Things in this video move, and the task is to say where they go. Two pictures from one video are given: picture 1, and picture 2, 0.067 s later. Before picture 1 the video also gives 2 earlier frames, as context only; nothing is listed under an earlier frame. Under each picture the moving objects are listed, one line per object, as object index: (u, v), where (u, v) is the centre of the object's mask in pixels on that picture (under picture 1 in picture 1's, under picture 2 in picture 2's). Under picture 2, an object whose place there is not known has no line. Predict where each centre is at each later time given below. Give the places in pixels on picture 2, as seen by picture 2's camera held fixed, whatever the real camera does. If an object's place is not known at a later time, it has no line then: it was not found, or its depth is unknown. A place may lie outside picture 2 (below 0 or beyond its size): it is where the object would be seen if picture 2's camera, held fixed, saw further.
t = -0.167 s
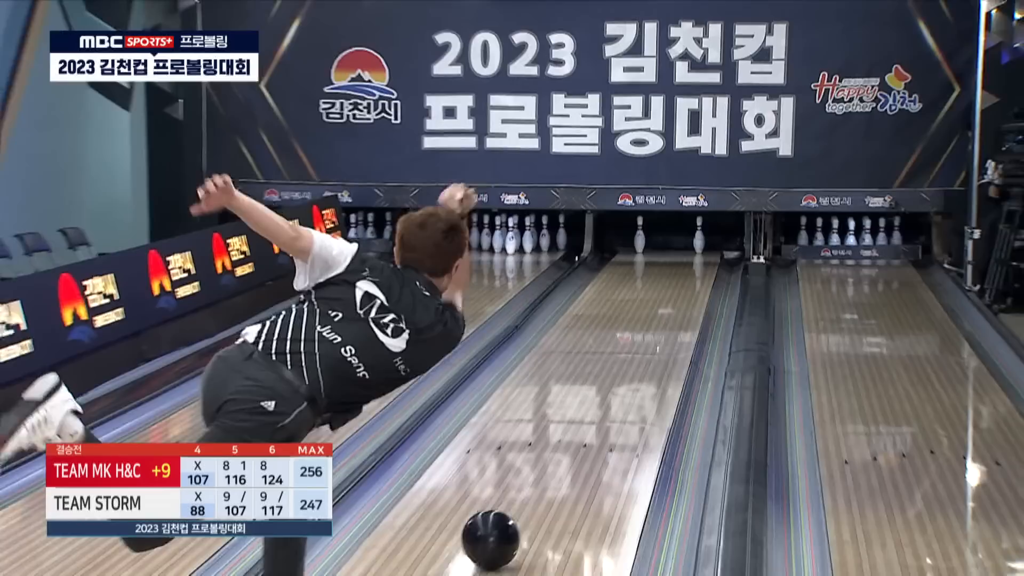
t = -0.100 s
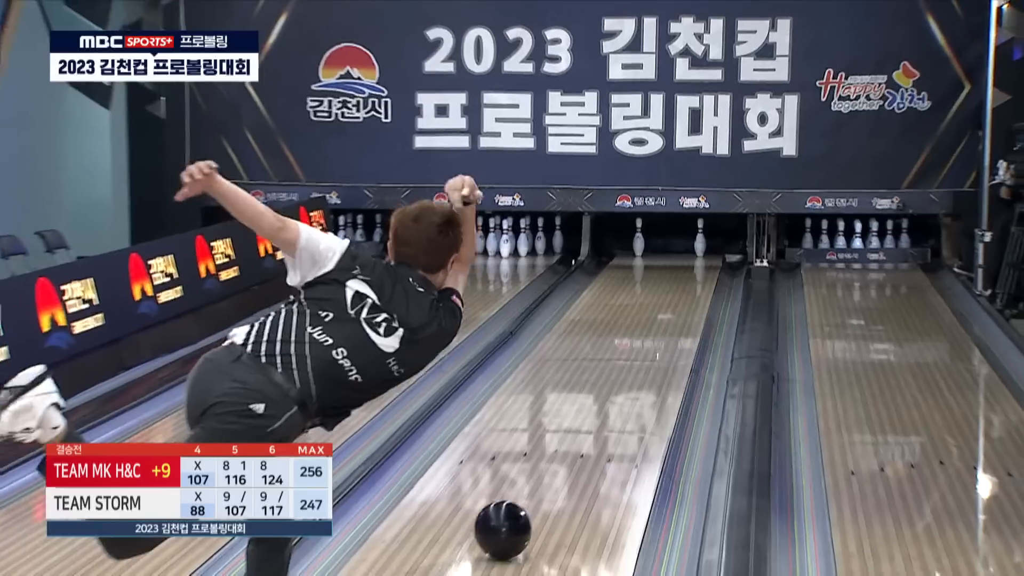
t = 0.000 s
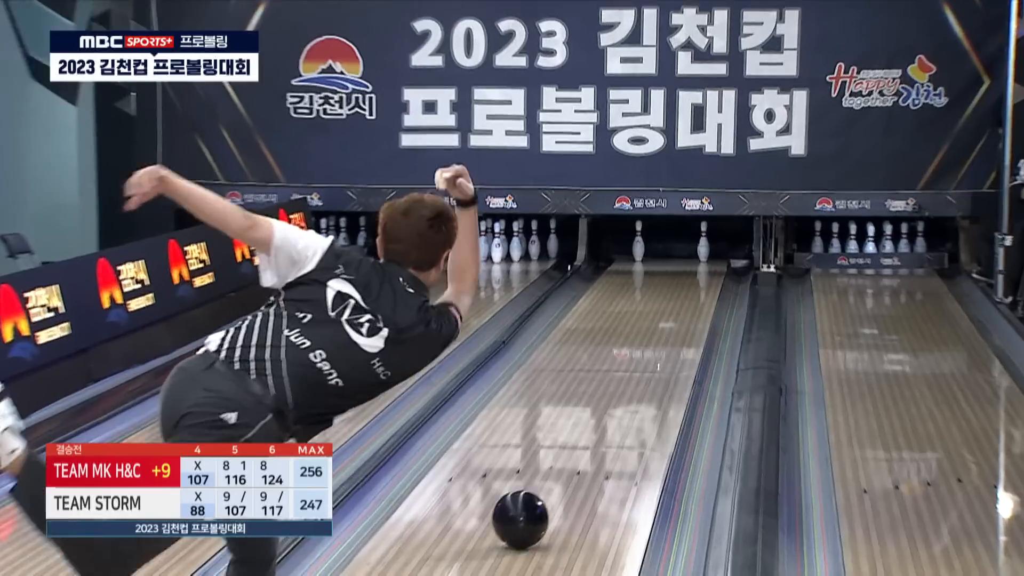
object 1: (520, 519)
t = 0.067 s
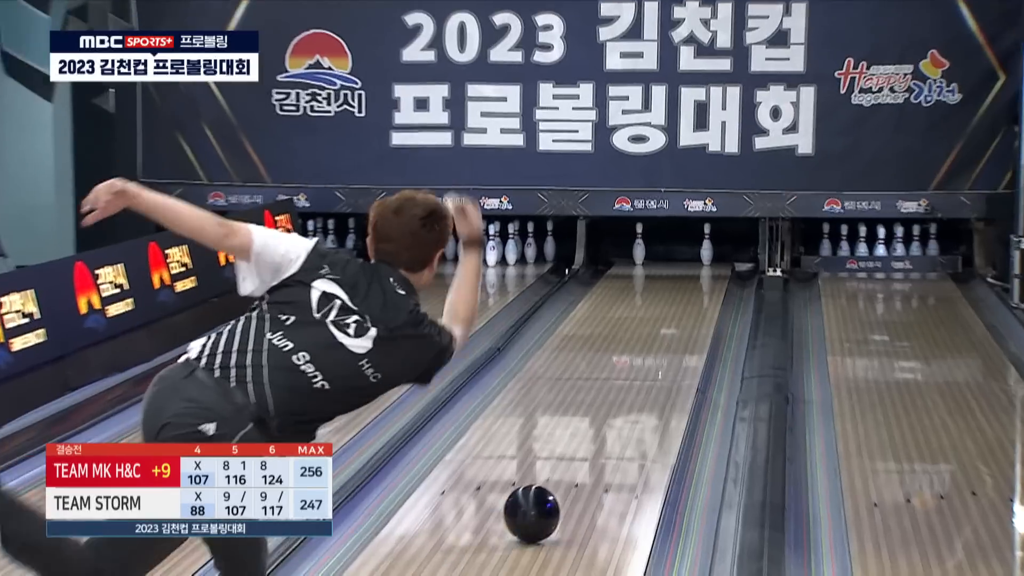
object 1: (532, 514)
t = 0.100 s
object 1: (540, 502)
